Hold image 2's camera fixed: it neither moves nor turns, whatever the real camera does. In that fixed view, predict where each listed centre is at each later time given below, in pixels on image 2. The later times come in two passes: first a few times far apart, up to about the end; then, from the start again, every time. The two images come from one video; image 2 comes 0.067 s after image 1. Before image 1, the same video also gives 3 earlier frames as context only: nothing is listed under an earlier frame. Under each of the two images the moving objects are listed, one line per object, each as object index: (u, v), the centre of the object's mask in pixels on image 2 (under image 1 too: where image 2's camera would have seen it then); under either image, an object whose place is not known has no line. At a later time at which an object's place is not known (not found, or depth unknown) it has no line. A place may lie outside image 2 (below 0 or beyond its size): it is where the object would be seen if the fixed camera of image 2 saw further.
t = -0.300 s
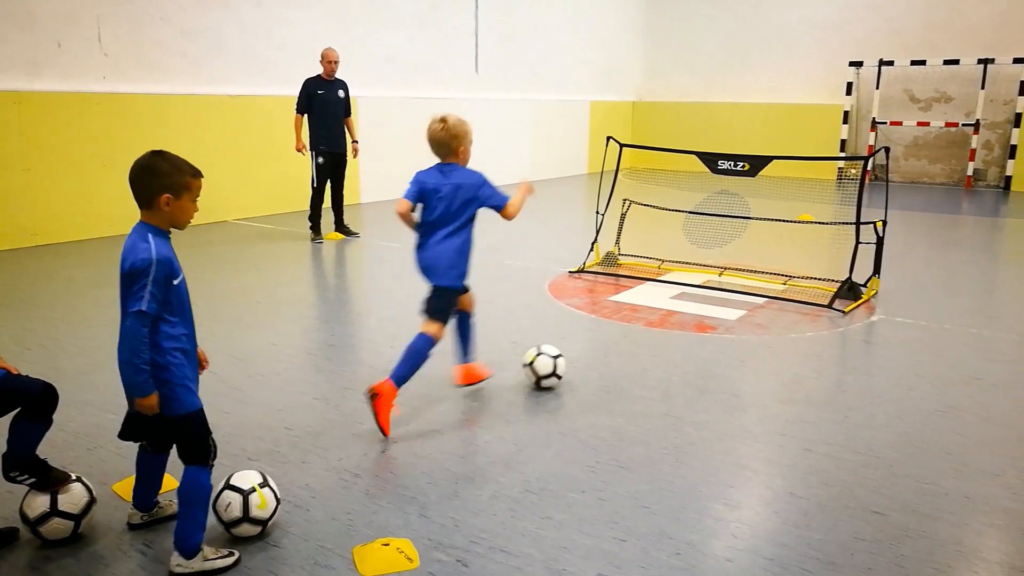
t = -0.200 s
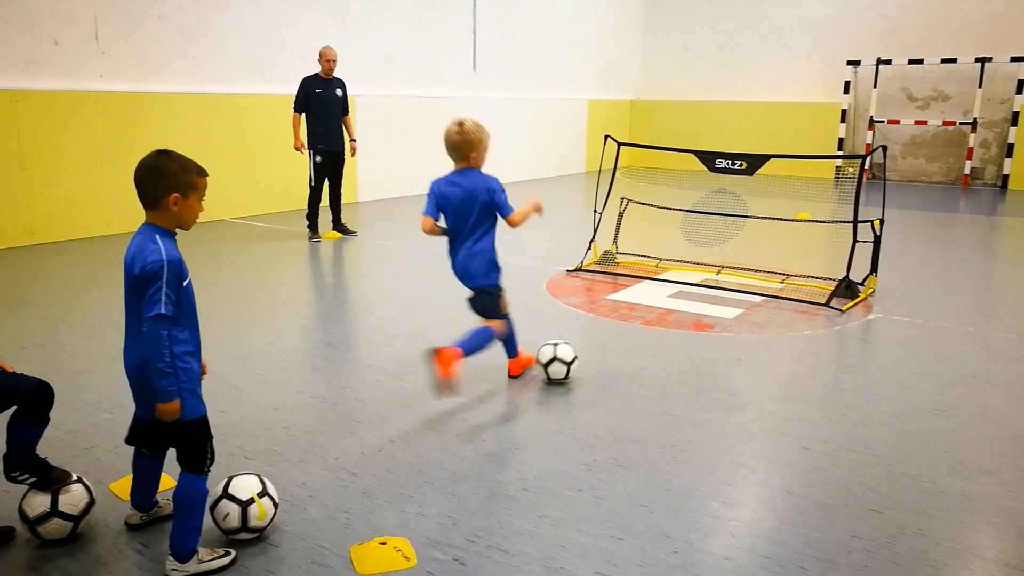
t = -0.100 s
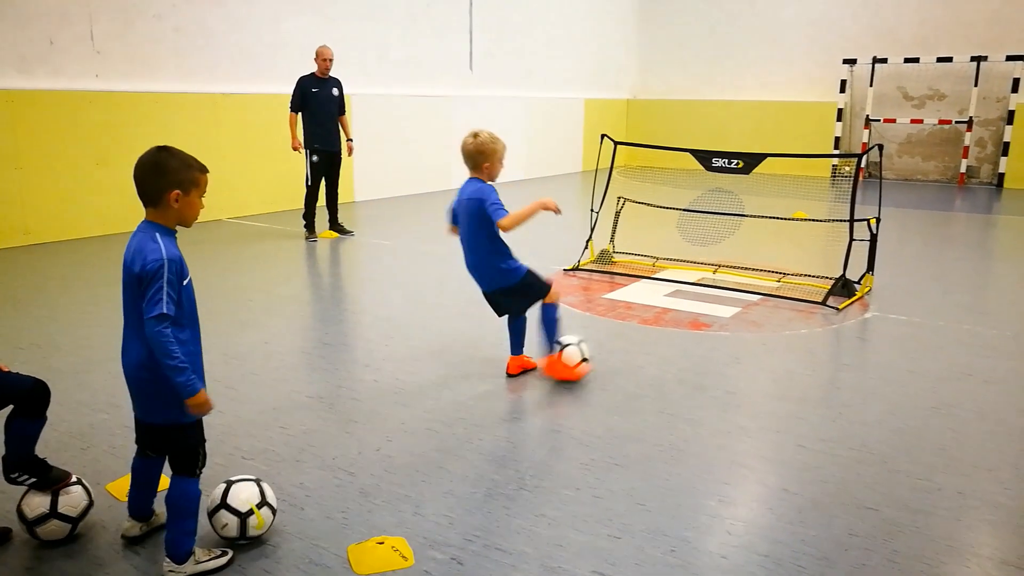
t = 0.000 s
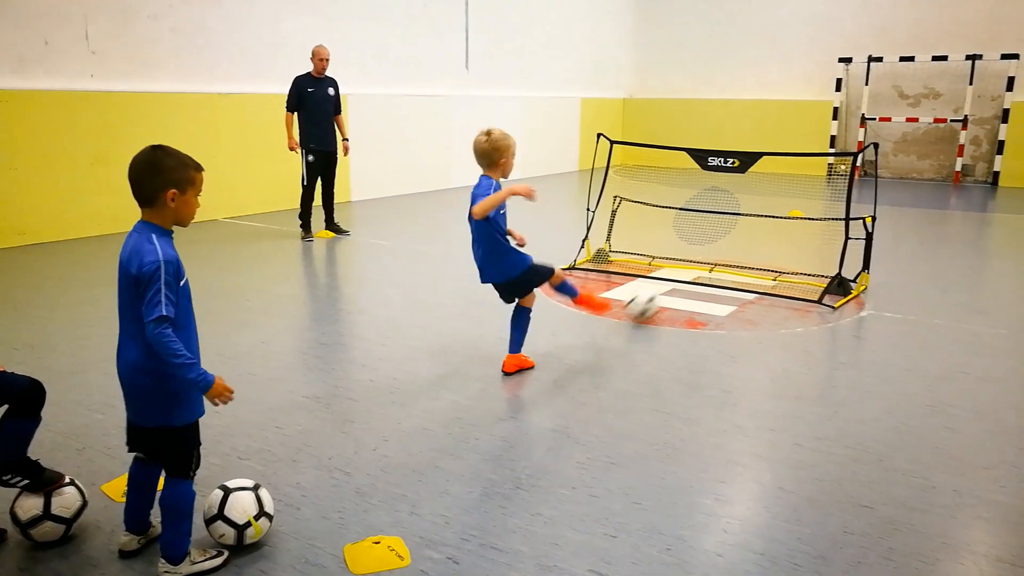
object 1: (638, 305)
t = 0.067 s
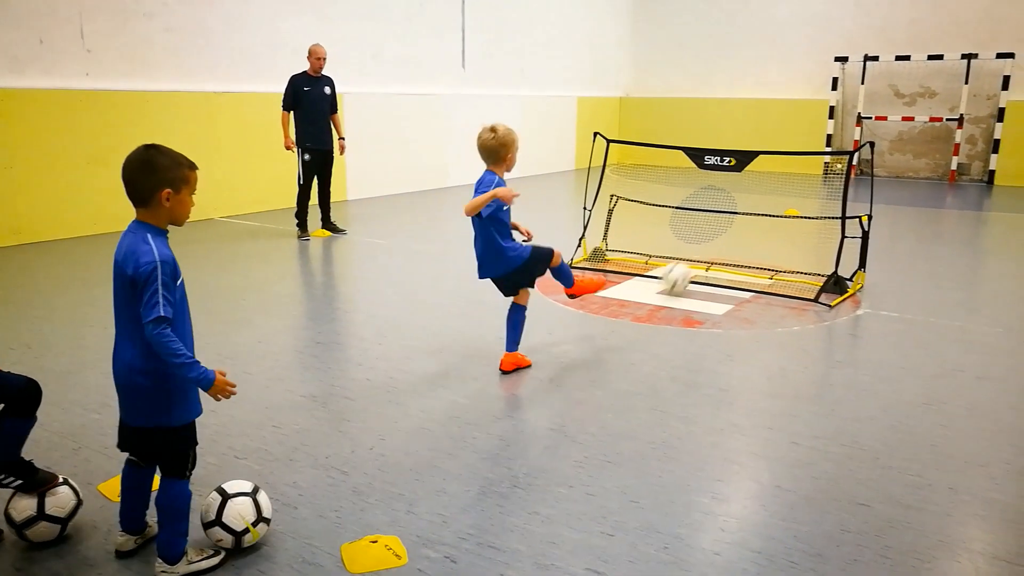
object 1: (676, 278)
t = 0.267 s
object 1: (709, 195)
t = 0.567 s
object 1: (669, 53)
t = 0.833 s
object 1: (614, 19)
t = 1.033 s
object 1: (561, 70)
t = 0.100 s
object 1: (689, 267)
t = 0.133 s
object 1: (701, 257)
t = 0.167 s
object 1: (709, 248)
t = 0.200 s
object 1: (712, 236)
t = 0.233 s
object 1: (713, 218)
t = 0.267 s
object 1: (709, 195)
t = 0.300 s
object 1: (707, 175)
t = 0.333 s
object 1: (703, 153)
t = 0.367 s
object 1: (700, 135)
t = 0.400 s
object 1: (695, 119)
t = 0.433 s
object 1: (690, 104)
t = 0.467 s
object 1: (686, 89)
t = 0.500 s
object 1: (680, 76)
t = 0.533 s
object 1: (675, 64)
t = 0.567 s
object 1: (669, 53)
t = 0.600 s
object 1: (663, 44)
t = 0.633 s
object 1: (657, 35)
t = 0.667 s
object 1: (650, 28)
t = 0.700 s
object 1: (643, 23)
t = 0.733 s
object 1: (636, 19)
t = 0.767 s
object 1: (629, 17)
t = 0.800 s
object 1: (621, 17)
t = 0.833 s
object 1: (614, 19)
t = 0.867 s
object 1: (605, 21)
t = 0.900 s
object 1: (597, 27)
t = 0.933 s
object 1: (588, 34)
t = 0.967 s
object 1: (579, 44)
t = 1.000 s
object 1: (570, 55)
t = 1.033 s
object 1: (561, 70)
